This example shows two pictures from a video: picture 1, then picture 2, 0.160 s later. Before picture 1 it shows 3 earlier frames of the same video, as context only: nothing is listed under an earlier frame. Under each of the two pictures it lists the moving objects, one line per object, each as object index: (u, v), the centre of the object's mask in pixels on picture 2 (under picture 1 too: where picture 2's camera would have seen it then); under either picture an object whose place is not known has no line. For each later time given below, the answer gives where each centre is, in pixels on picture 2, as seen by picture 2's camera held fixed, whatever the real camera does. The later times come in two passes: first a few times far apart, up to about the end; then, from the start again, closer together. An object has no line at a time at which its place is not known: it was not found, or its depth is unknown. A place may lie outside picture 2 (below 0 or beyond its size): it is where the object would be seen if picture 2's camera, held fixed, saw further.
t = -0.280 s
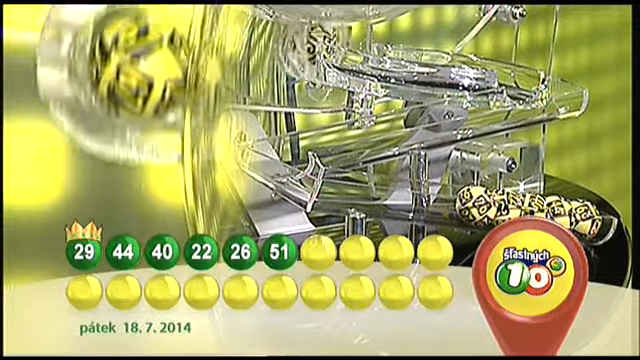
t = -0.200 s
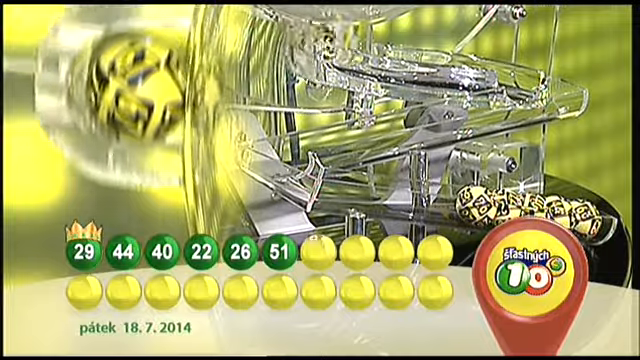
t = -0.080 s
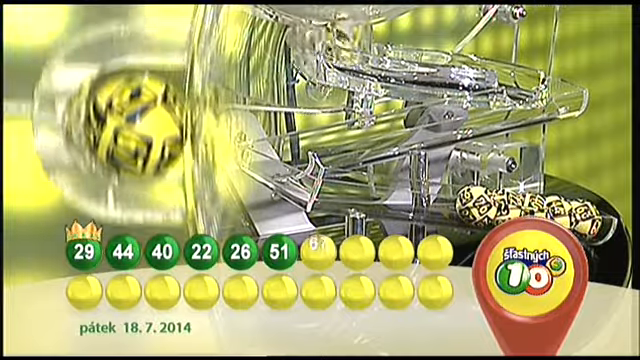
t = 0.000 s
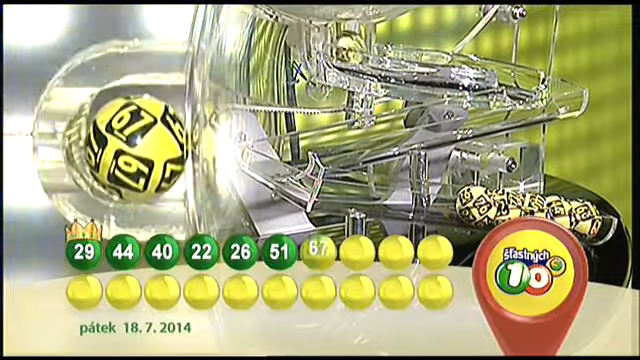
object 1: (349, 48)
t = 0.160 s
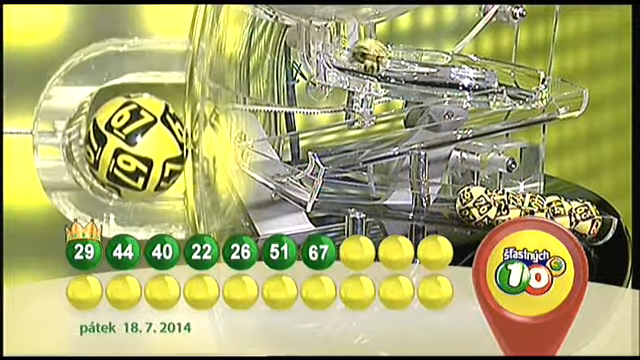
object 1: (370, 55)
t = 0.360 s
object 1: (429, 66)
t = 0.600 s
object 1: (523, 83)
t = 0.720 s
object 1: (541, 90)
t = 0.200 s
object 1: (378, 57)
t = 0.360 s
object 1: (429, 66)
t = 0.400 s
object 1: (441, 67)
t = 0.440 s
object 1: (455, 66)
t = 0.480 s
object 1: (469, 66)
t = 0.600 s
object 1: (523, 83)
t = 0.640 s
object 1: (539, 83)
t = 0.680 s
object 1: (540, 88)
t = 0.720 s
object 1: (541, 90)
